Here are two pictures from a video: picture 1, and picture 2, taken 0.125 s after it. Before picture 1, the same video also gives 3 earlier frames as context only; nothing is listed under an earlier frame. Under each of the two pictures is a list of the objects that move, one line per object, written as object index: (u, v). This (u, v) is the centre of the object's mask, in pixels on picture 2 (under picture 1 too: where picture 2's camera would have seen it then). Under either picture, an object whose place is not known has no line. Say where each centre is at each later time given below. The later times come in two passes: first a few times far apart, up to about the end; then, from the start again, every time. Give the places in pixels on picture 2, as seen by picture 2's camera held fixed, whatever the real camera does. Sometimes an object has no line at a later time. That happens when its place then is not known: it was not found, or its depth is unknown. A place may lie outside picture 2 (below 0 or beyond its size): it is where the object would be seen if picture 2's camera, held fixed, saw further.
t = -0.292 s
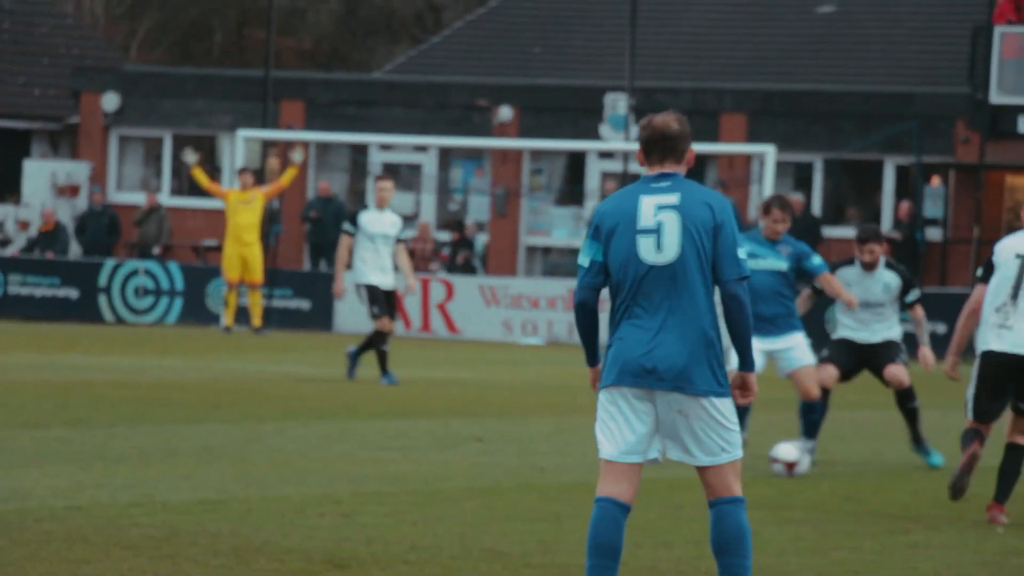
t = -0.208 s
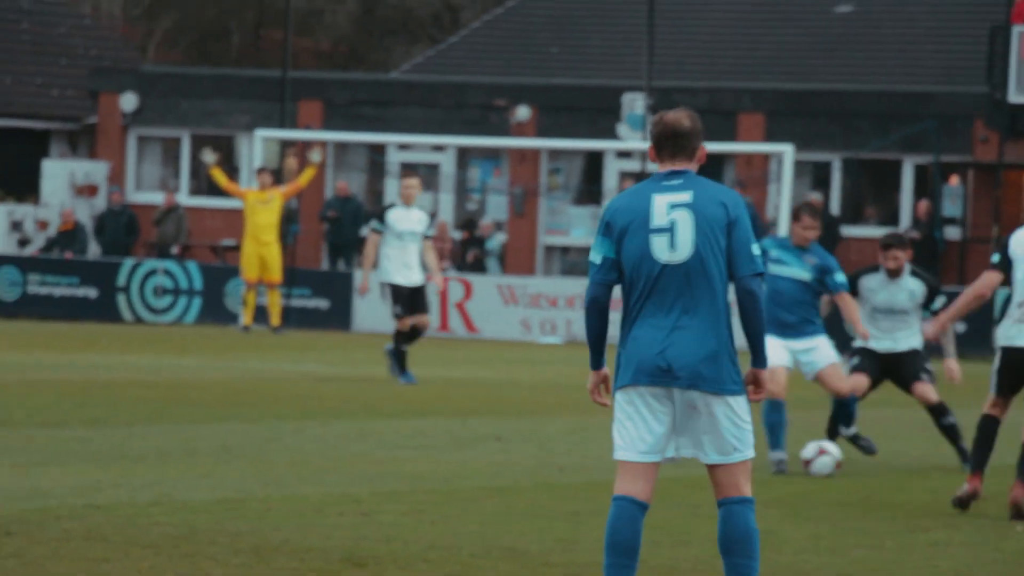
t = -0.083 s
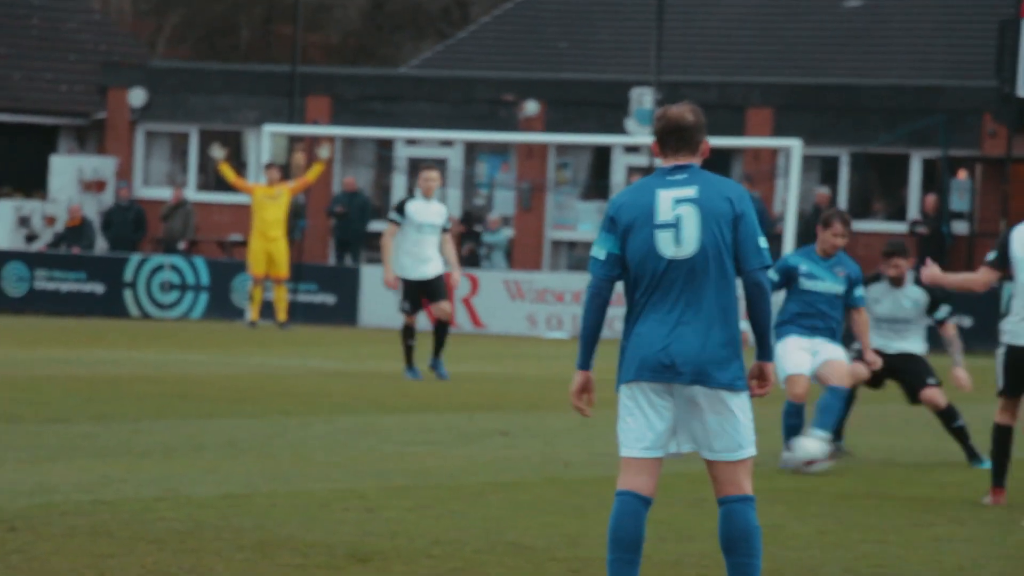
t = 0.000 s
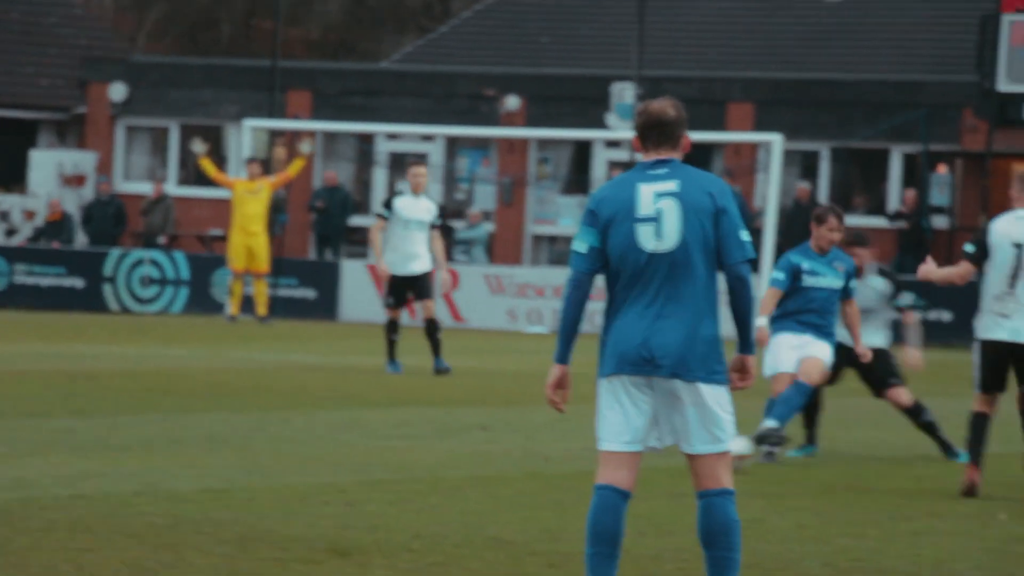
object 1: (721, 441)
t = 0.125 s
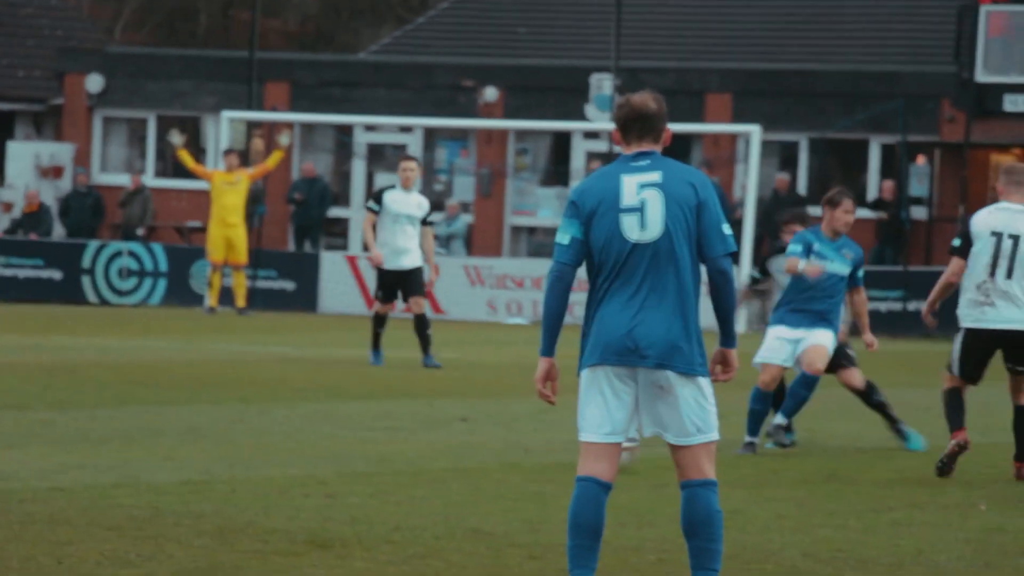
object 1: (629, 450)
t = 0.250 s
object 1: (516, 451)
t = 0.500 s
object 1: (327, 457)
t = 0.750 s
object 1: (134, 467)
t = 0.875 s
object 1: (41, 475)
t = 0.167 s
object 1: (568, 450)
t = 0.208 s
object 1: (546, 455)
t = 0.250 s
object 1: (516, 451)
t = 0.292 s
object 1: (487, 449)
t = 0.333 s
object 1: (454, 450)
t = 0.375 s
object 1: (422, 456)
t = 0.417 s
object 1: (389, 464)
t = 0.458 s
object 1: (357, 463)
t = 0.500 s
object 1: (327, 457)
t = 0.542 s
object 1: (296, 455)
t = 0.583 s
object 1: (265, 456)
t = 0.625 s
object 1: (230, 463)
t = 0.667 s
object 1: (197, 475)
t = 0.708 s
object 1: (165, 476)
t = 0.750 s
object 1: (134, 467)
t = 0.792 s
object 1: (106, 467)
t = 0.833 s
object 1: (75, 470)
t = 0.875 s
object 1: (41, 475)
